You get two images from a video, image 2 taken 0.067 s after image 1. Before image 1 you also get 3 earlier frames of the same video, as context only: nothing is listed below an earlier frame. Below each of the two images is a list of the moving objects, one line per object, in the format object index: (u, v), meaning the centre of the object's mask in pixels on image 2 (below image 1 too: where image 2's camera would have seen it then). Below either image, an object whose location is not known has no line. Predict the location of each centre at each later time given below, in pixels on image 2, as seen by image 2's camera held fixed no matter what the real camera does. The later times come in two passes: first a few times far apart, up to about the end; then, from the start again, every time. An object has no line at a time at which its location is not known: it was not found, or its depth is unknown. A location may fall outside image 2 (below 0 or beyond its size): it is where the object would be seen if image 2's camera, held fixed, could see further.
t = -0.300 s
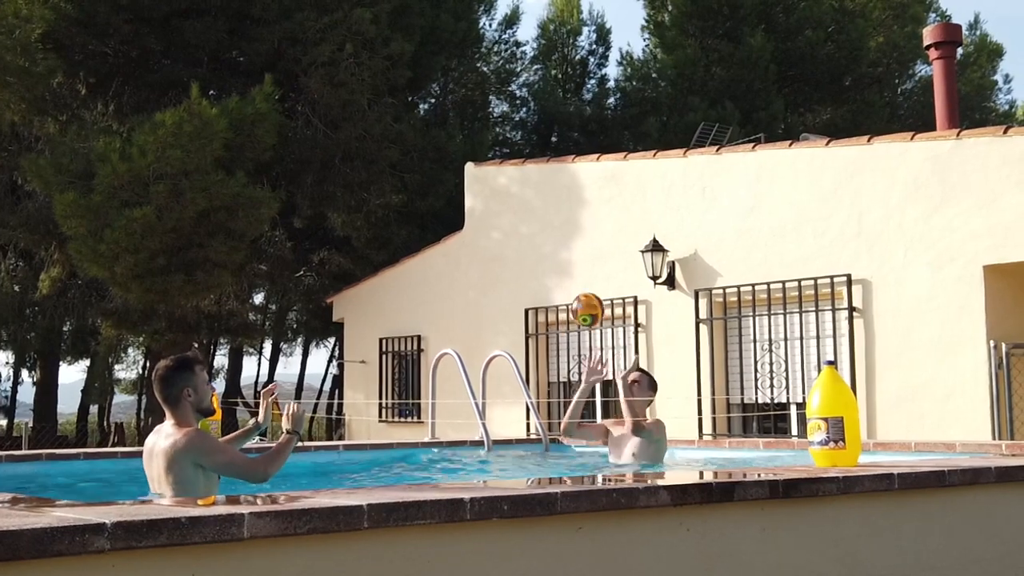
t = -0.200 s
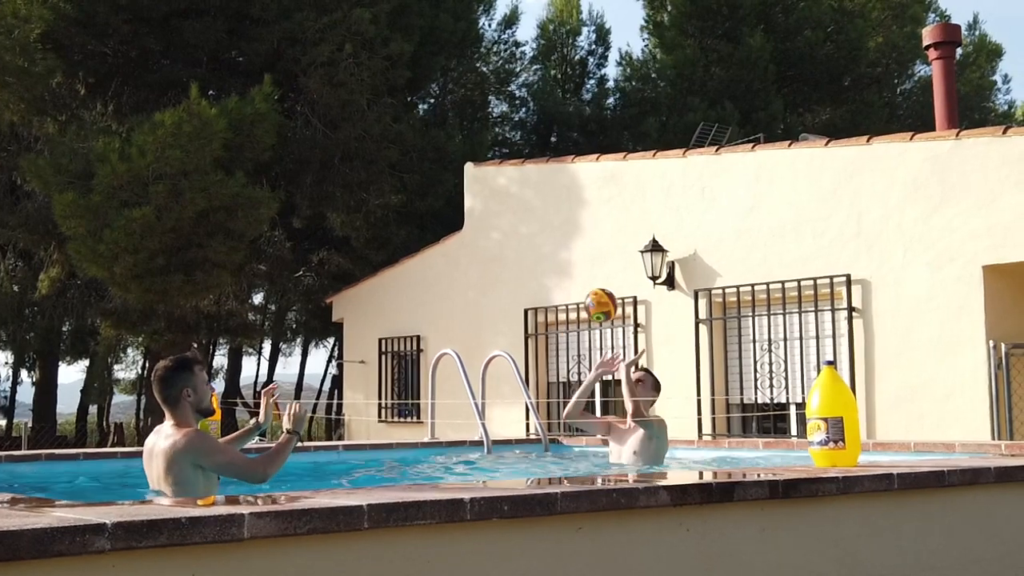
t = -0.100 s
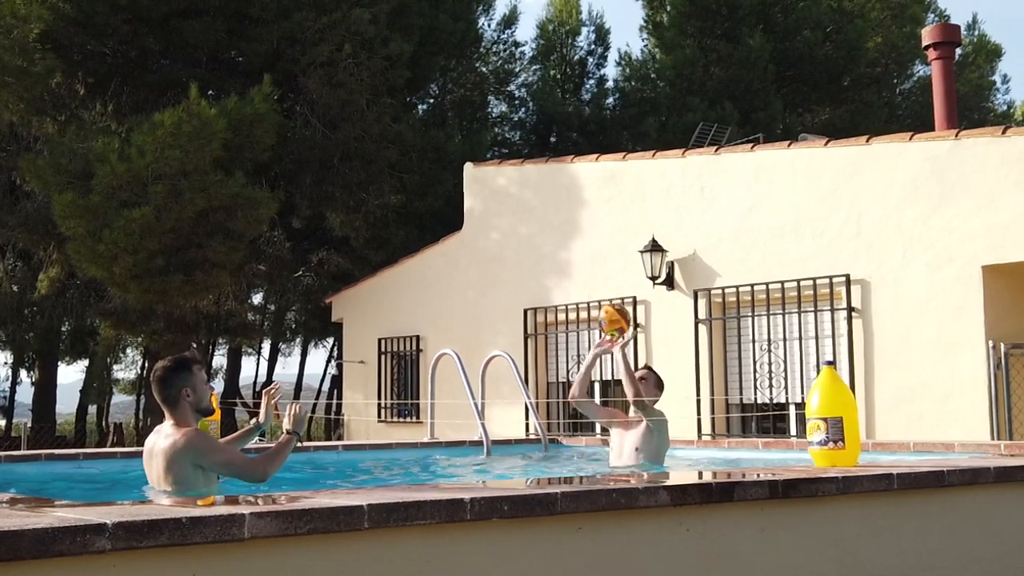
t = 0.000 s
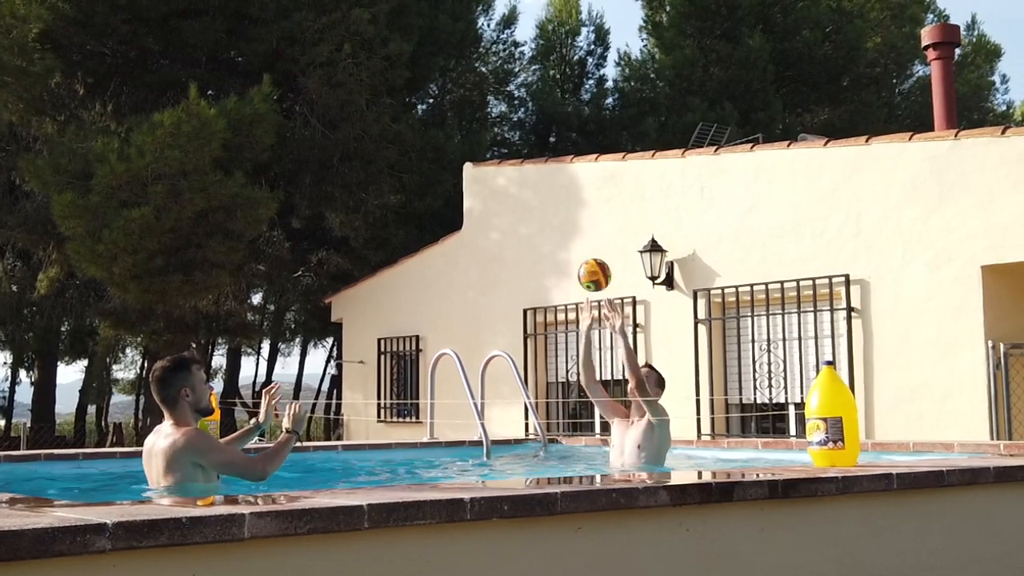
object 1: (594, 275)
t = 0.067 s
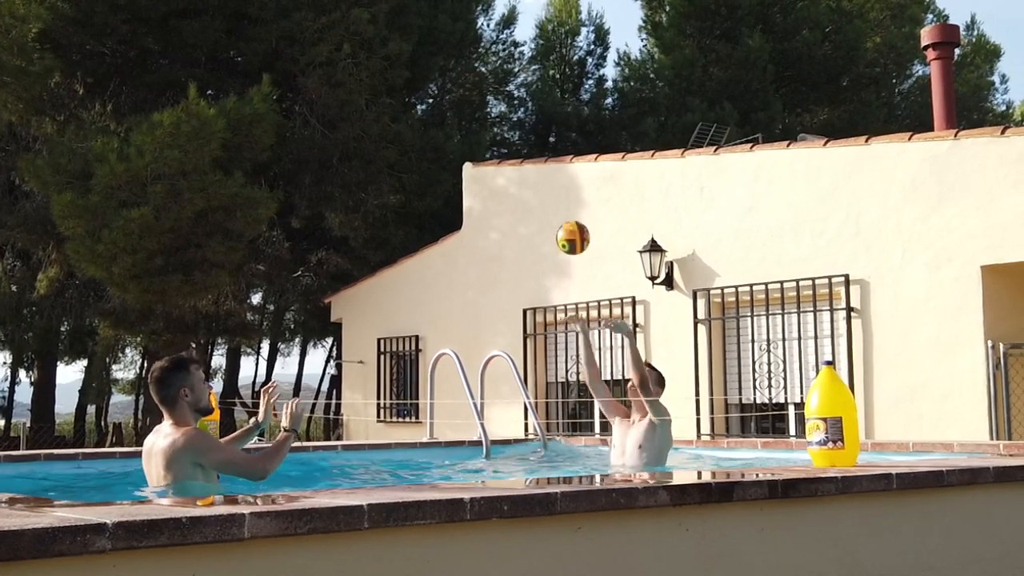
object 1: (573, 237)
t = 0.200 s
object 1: (530, 187)
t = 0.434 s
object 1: (447, 185)
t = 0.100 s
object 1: (562, 222)
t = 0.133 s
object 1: (551, 208)
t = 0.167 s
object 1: (541, 197)
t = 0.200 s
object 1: (530, 187)
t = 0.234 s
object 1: (519, 180)
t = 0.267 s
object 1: (507, 174)
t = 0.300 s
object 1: (495, 172)
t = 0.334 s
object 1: (484, 172)
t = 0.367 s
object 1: (471, 174)
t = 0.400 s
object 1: (459, 178)
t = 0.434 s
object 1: (447, 185)
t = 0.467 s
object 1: (435, 195)
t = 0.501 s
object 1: (422, 207)
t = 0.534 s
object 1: (410, 222)
